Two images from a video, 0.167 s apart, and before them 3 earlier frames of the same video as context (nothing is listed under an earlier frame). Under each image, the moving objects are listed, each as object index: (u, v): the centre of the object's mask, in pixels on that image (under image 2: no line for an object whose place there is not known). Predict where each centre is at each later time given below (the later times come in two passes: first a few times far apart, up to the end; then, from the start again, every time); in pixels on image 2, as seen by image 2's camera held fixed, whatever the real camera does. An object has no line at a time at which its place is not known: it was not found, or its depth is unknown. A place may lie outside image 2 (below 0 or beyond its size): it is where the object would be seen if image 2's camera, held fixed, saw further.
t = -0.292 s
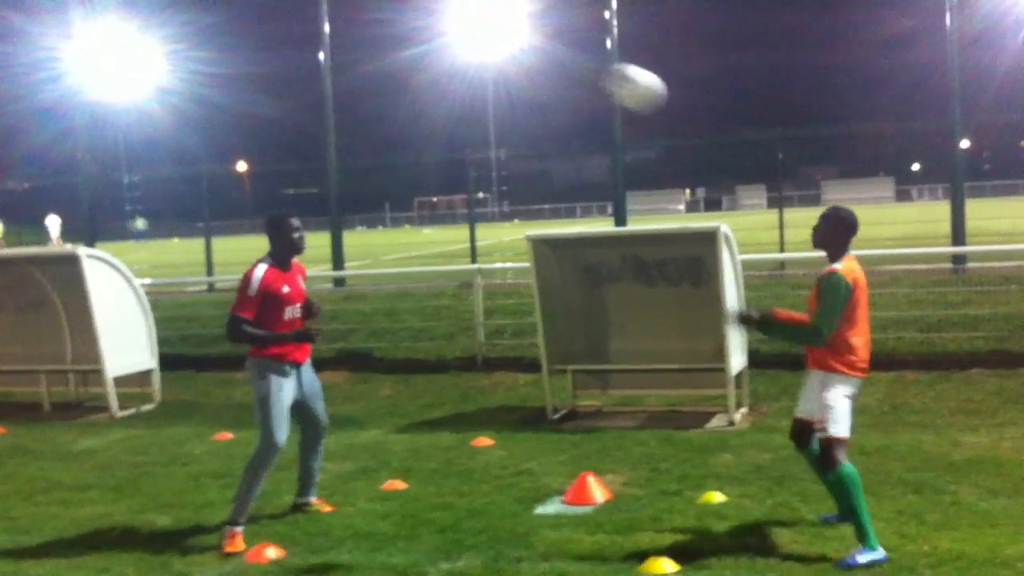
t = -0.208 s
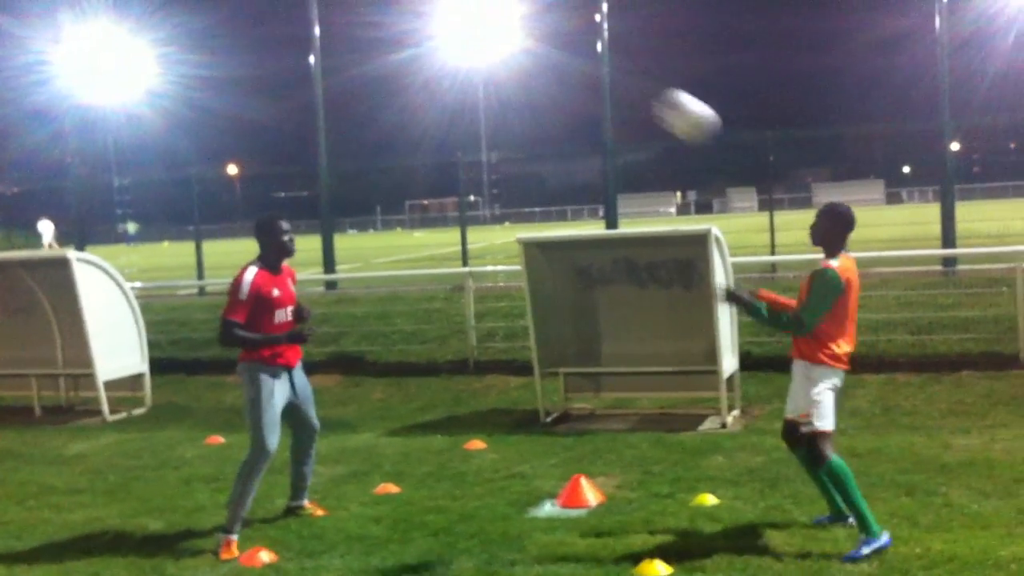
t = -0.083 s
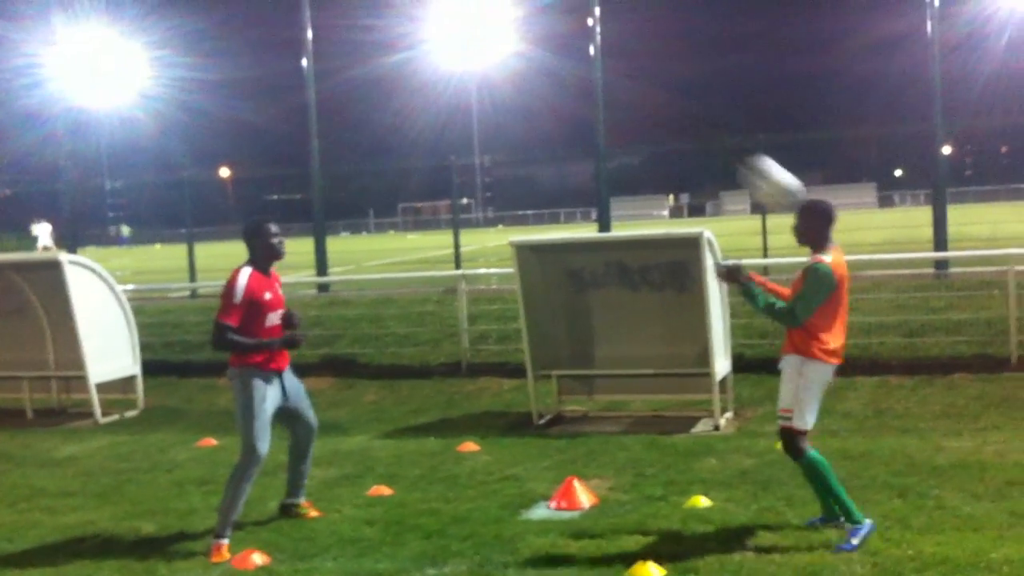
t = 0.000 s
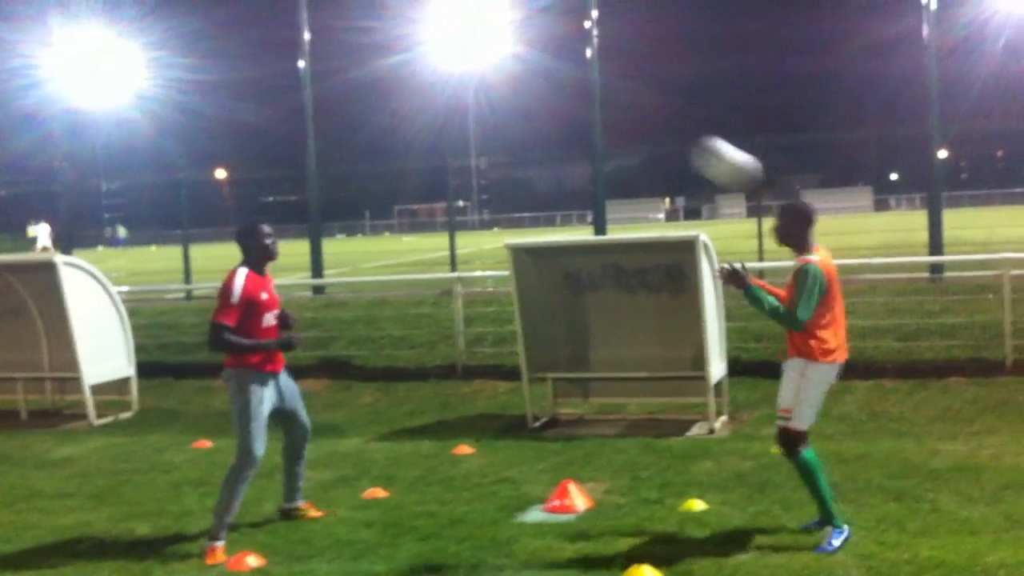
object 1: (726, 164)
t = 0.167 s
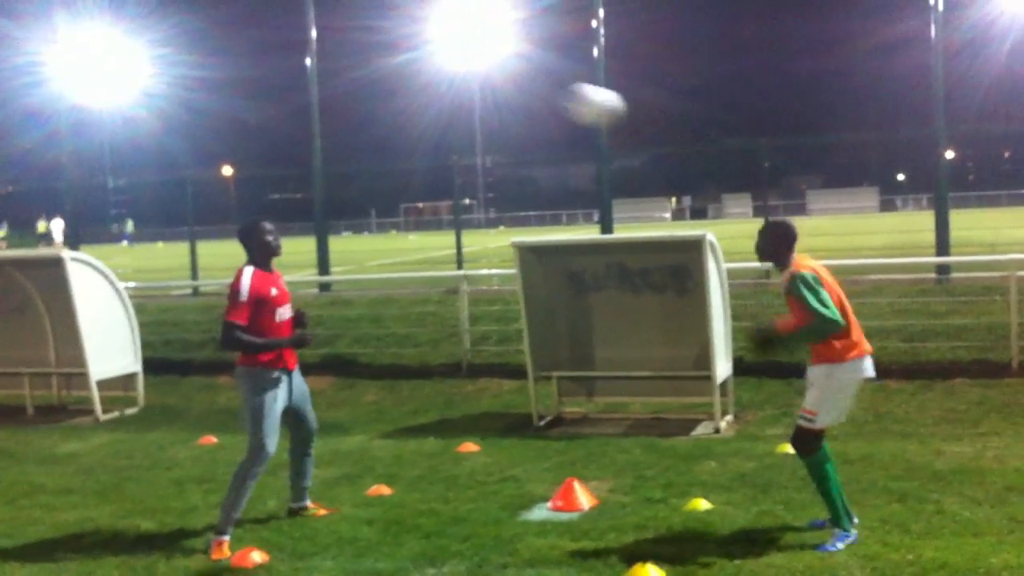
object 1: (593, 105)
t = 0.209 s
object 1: (559, 99)
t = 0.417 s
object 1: (398, 116)
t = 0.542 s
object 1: (304, 165)
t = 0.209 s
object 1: (559, 99)
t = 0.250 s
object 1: (529, 95)
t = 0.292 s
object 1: (497, 94)
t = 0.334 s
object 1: (462, 99)
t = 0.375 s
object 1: (430, 106)
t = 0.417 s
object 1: (398, 116)
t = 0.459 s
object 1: (367, 129)
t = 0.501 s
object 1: (334, 146)
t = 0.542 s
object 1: (304, 165)
